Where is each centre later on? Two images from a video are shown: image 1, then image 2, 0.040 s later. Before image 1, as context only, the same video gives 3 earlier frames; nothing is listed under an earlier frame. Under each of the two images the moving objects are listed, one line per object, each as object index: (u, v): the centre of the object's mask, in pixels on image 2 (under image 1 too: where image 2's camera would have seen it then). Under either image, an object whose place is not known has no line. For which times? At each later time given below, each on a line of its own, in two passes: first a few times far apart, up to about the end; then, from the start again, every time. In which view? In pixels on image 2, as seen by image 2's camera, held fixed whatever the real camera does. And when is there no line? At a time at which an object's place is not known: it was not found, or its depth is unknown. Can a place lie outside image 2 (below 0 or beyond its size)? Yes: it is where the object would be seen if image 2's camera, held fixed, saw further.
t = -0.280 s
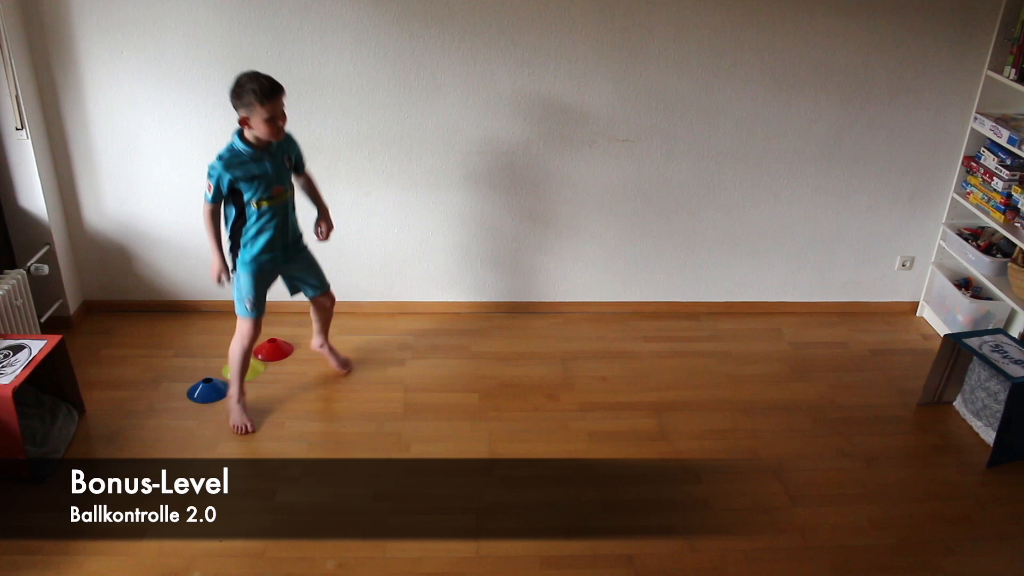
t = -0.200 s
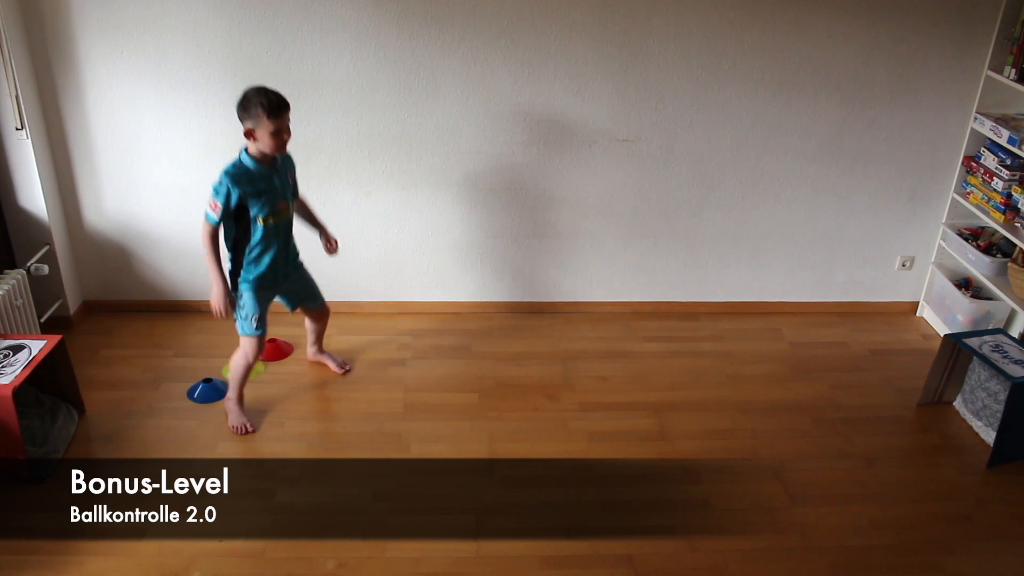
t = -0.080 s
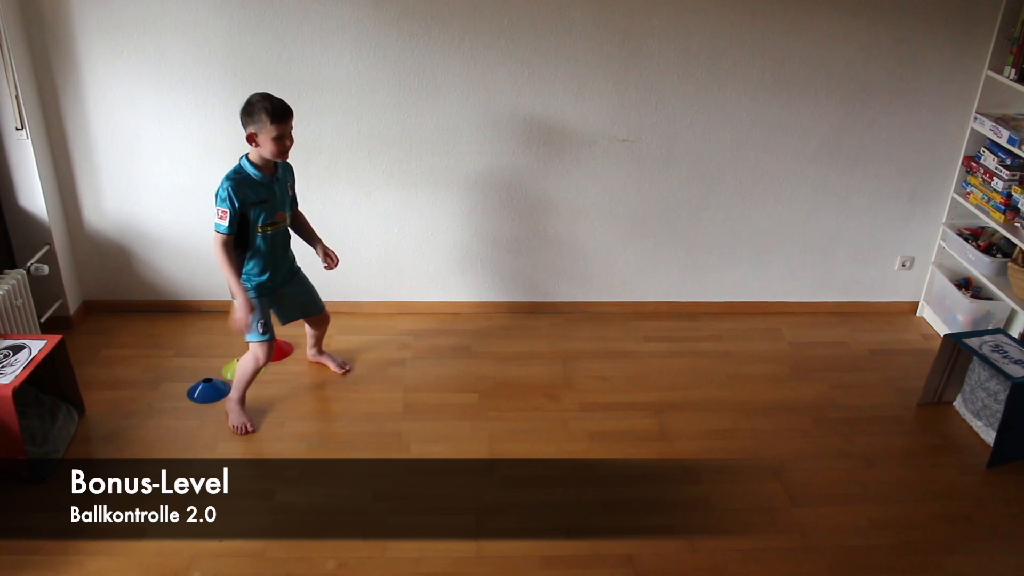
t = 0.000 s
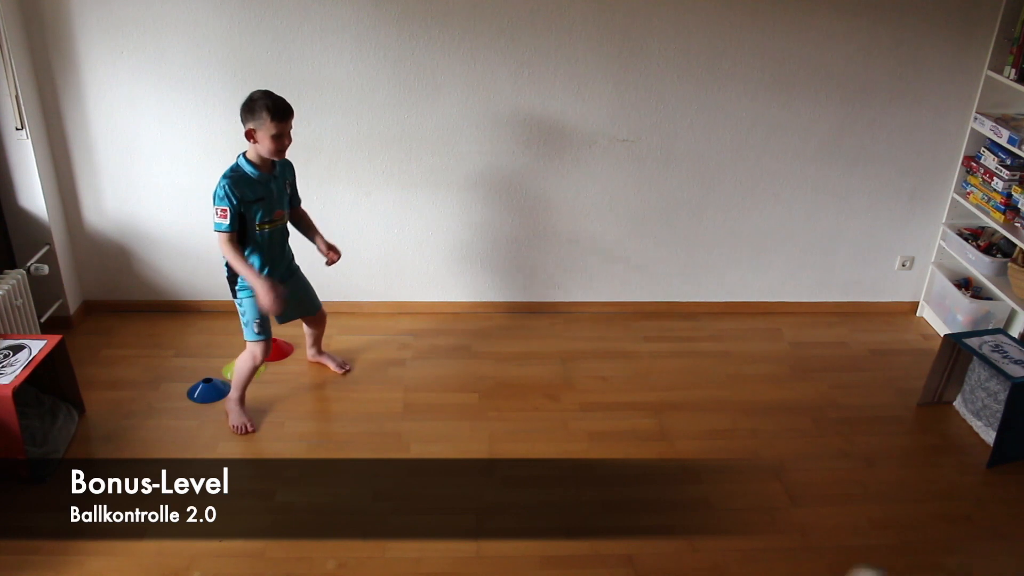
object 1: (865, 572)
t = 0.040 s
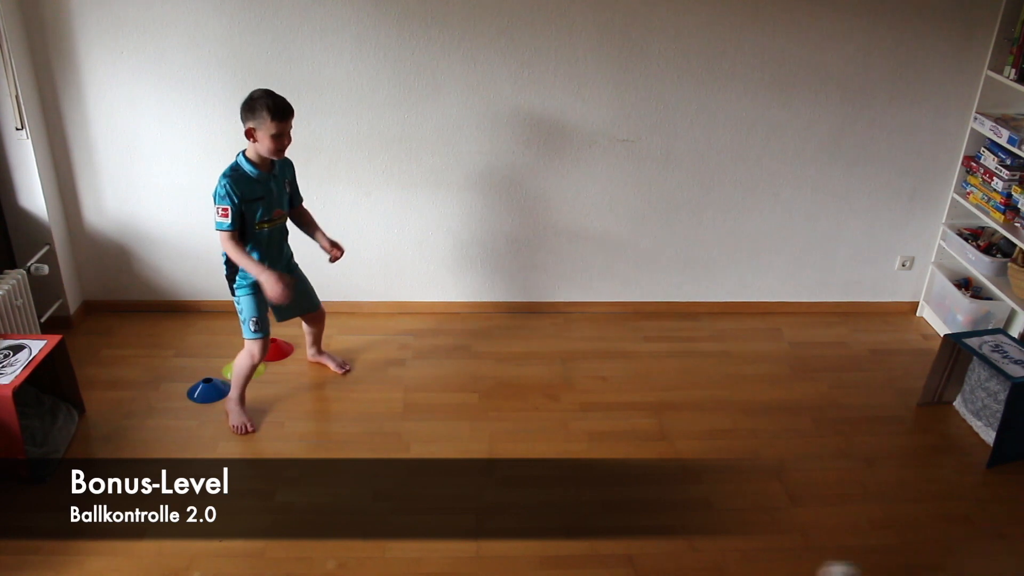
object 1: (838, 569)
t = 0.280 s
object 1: (690, 529)
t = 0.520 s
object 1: (564, 481)
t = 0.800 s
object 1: (446, 430)
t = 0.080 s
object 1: (811, 567)
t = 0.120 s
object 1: (785, 562)
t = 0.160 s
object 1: (761, 554)
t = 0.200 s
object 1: (737, 546)
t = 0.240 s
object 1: (713, 541)
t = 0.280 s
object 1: (690, 529)
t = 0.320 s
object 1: (668, 519)
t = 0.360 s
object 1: (645, 513)
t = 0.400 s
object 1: (625, 505)
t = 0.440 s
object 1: (604, 494)
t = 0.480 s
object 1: (584, 486)
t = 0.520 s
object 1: (564, 481)
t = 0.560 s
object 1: (546, 471)
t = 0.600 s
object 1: (528, 462)
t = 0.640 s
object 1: (510, 457)
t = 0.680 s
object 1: (494, 452)
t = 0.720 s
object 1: (477, 442)
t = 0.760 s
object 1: (461, 435)
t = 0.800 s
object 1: (446, 430)
